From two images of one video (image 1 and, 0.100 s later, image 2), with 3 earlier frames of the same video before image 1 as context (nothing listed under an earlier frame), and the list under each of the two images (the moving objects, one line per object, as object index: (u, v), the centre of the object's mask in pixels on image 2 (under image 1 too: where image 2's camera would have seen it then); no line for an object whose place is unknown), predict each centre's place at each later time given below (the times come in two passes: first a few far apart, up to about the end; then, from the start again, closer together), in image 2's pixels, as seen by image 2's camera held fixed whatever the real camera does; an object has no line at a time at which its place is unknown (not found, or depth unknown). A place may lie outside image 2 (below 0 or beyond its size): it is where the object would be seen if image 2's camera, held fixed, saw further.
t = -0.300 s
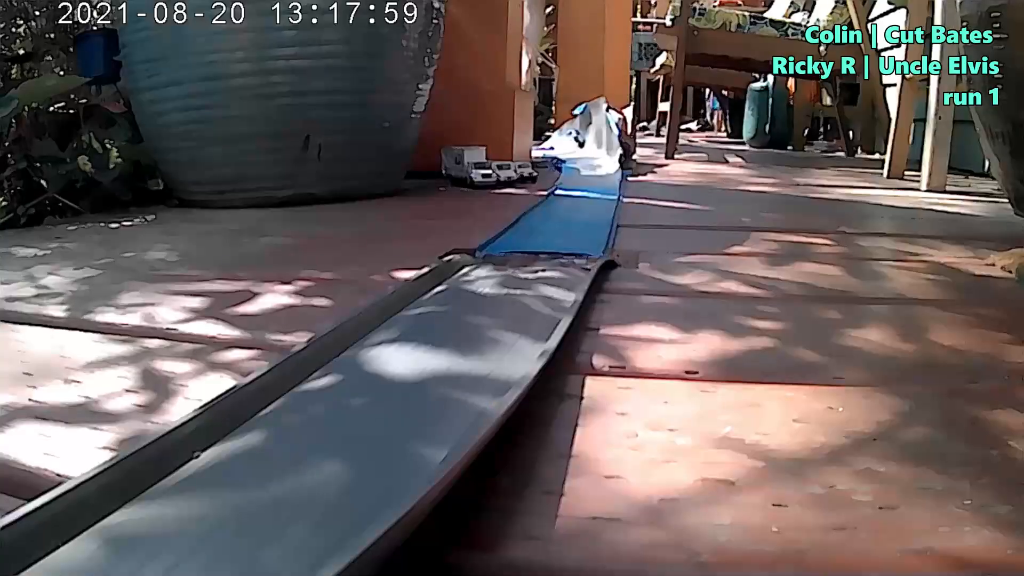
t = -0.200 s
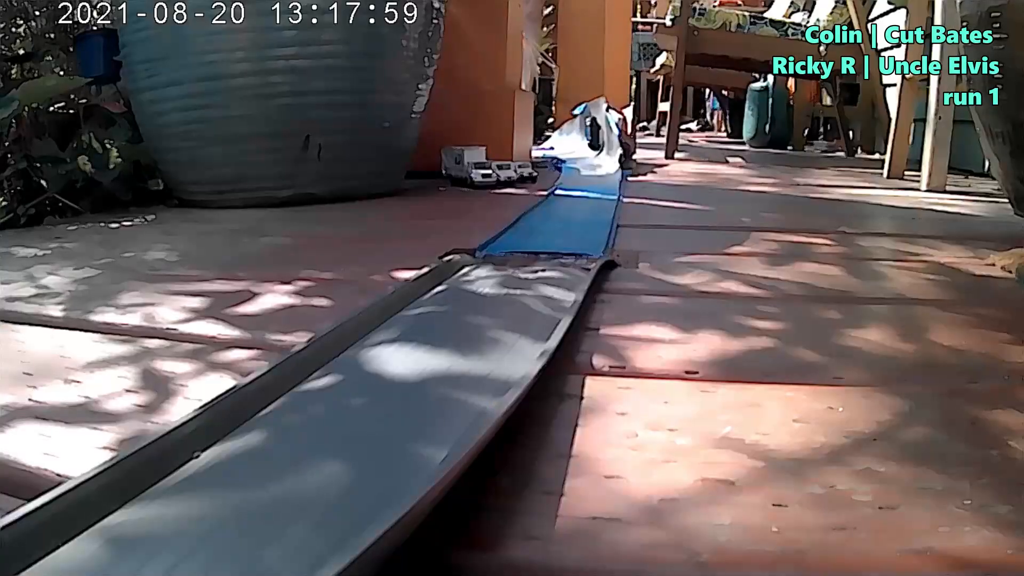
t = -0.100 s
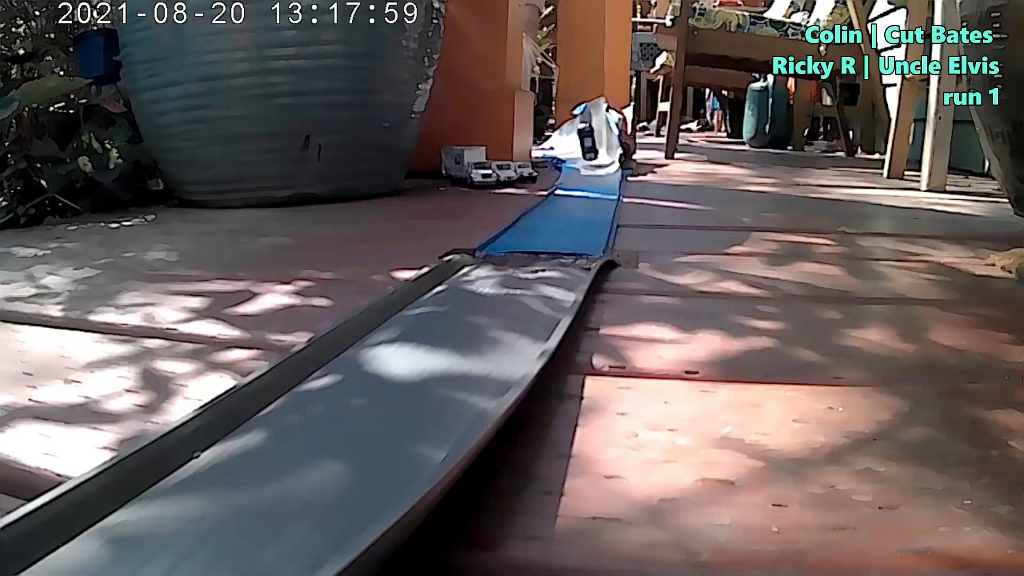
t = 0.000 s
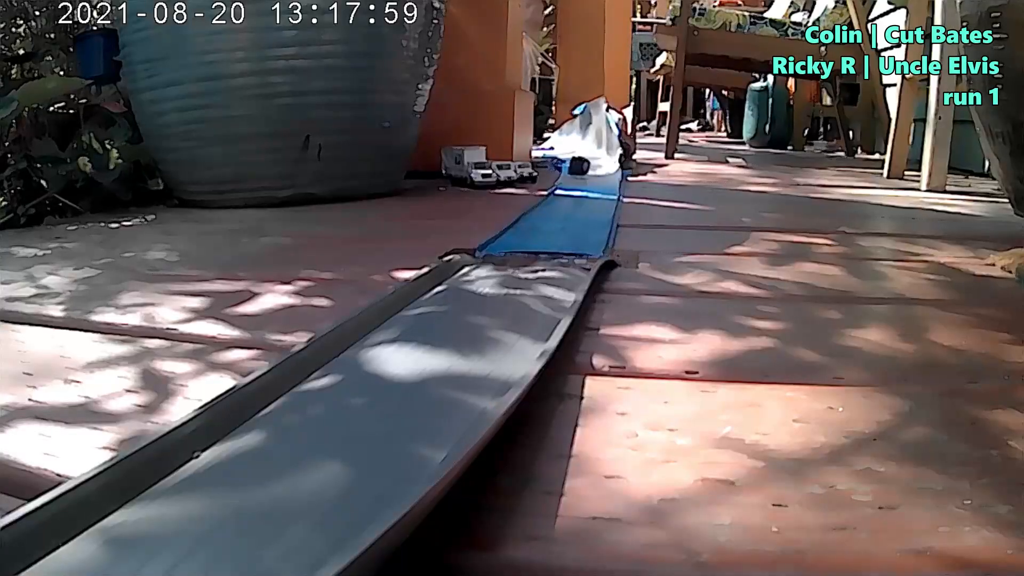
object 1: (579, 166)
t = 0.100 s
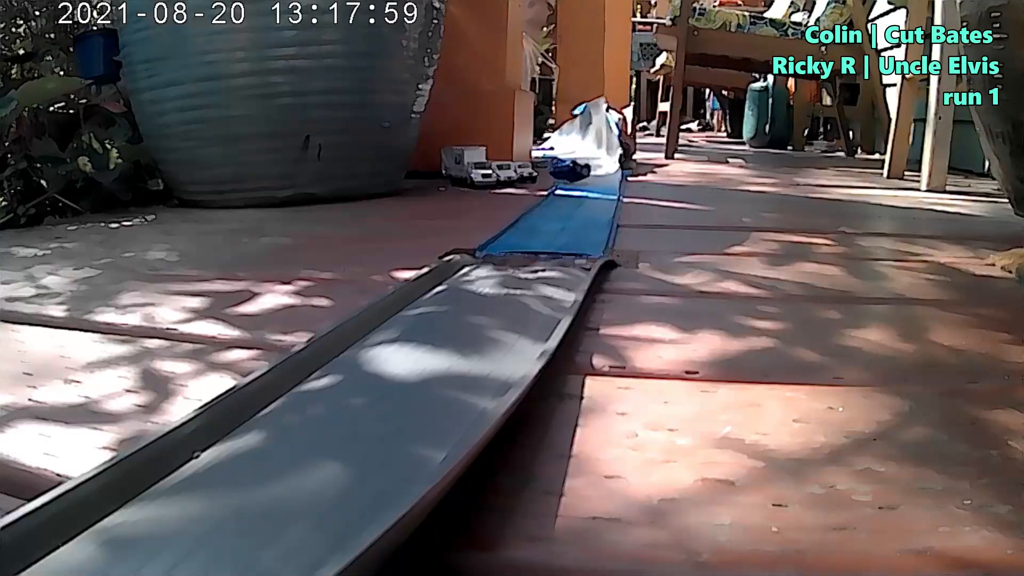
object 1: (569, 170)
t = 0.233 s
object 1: (555, 177)
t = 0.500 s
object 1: (494, 188)
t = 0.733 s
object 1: (446, 206)
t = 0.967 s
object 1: (410, 216)
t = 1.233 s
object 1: (360, 224)
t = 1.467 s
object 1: (327, 227)
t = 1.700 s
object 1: (321, 227)
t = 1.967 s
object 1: (324, 227)
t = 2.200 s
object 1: (324, 227)
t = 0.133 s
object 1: (563, 173)
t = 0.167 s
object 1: (560, 173)
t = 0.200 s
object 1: (557, 177)
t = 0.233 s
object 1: (555, 177)
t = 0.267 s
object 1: (548, 183)
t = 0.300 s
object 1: (542, 180)
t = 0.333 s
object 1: (537, 177)
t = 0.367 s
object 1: (528, 177)
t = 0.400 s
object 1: (521, 180)
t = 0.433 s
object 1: (514, 185)
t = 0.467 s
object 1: (507, 193)
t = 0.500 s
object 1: (494, 188)
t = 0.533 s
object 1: (484, 190)
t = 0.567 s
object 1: (476, 194)
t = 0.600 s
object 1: (468, 200)
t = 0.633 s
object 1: (459, 202)
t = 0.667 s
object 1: (455, 204)
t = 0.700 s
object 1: (450, 206)
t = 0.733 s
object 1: (446, 206)
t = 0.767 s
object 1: (439, 211)
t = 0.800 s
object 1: (435, 214)
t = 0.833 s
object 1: (431, 211)
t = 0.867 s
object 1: (425, 213)
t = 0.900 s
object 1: (420, 219)
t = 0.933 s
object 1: (414, 216)
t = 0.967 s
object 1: (410, 216)
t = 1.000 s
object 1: (402, 221)
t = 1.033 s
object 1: (397, 219)
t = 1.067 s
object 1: (391, 221)
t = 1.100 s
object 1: (385, 222)
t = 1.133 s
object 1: (378, 223)
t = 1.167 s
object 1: (372, 223)
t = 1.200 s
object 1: (366, 224)
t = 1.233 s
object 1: (360, 224)
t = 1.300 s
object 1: (347, 226)
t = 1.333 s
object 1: (342, 226)
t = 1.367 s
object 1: (335, 226)
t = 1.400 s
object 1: (332, 226)
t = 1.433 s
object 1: (329, 227)
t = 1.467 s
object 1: (327, 227)
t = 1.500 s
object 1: (324, 227)
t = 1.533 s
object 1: (322, 227)
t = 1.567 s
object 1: (321, 227)
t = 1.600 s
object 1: (320, 227)
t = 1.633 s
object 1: (320, 227)
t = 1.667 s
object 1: (321, 227)
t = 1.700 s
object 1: (321, 227)
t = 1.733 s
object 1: (322, 227)
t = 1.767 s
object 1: (323, 227)
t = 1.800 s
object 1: (324, 227)
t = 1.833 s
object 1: (324, 227)
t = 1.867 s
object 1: (324, 227)
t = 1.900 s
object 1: (324, 227)
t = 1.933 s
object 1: (324, 227)
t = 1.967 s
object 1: (324, 227)
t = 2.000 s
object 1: (324, 227)
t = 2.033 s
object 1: (324, 227)
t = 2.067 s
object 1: (324, 227)
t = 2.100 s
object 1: (324, 227)
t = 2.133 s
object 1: (324, 227)
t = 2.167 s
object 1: (324, 227)
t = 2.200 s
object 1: (324, 227)
